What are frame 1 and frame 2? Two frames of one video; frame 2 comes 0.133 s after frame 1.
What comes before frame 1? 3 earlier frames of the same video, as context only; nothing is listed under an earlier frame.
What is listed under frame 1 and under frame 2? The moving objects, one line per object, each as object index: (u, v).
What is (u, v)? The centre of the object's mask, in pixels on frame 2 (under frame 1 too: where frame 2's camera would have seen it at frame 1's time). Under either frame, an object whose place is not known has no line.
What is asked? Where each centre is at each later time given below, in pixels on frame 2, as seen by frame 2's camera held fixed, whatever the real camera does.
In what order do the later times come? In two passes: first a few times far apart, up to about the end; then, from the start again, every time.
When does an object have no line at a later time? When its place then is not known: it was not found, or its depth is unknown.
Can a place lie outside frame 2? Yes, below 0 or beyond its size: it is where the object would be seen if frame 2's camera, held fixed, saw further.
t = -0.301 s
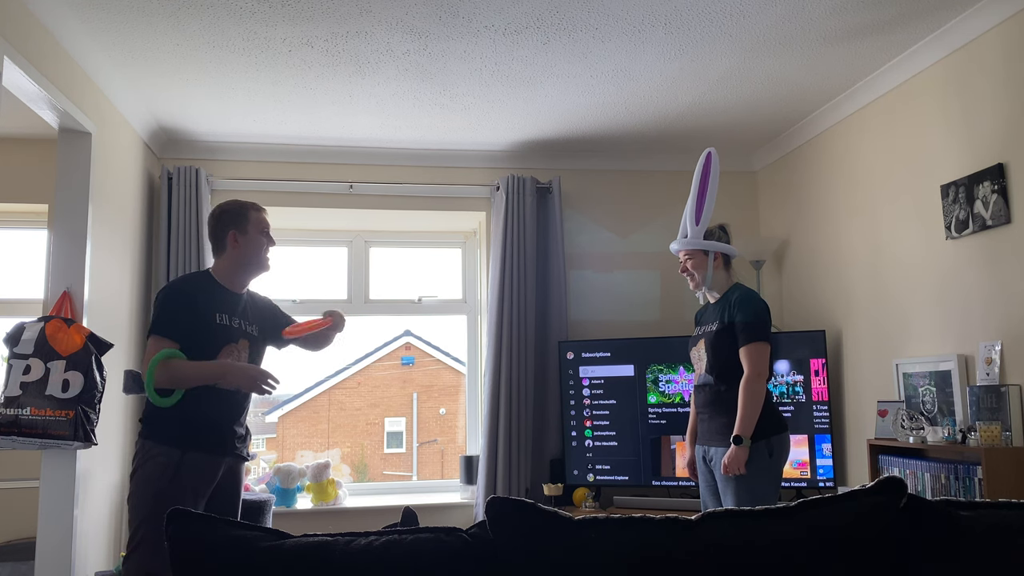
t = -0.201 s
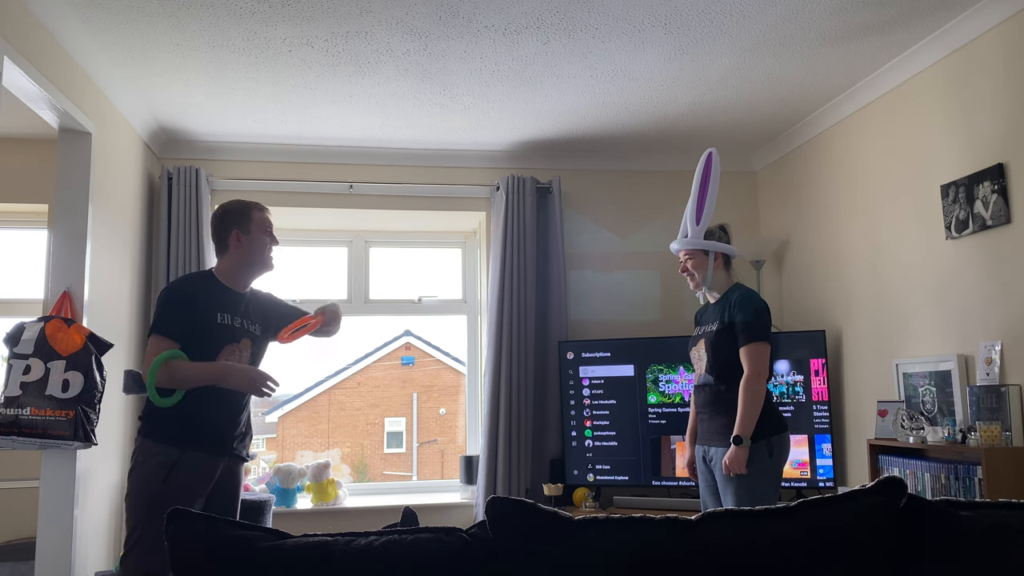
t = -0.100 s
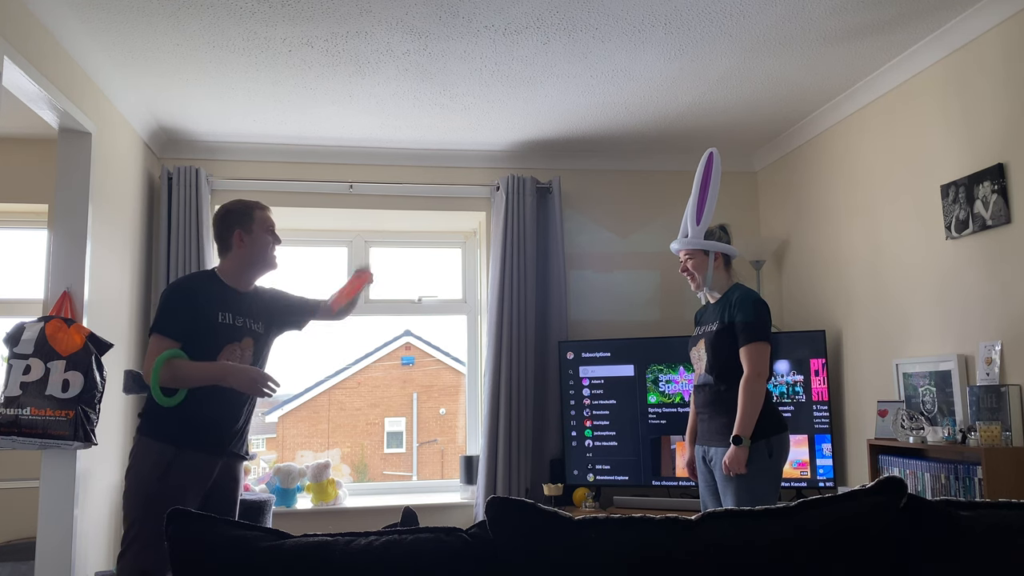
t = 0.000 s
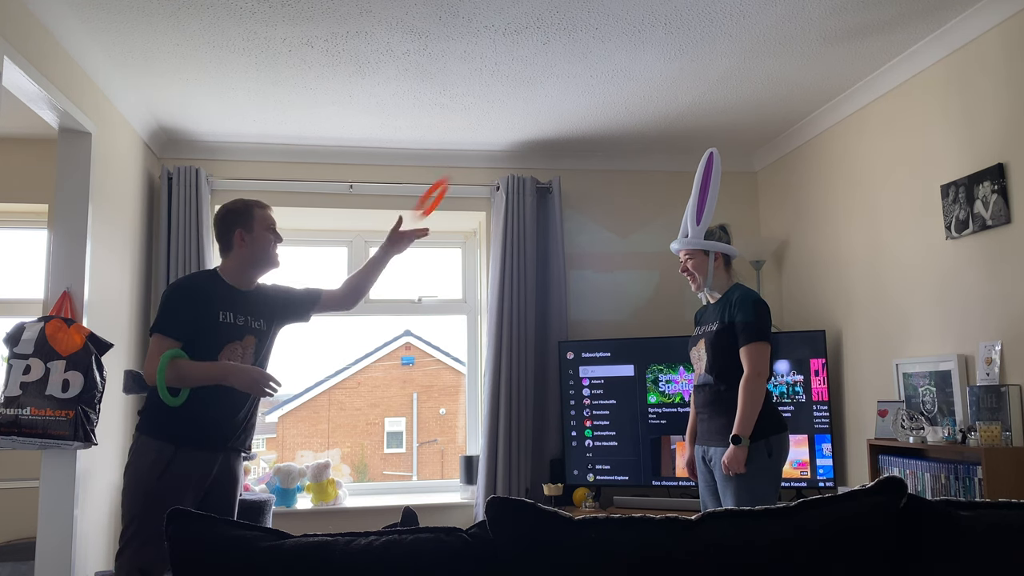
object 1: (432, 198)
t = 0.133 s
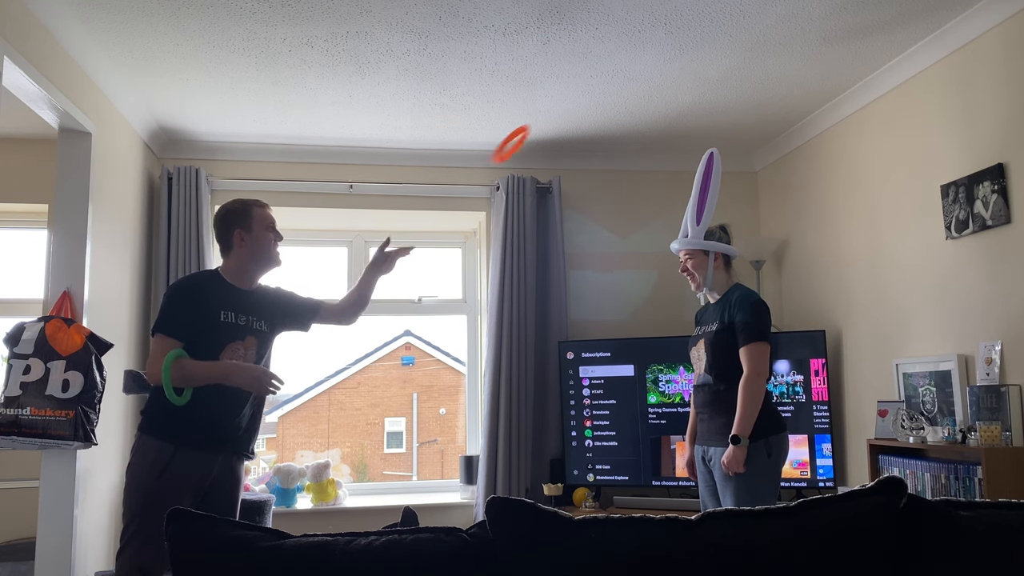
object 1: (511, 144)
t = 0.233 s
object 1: (561, 130)
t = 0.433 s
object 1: (637, 162)
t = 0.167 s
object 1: (528, 138)
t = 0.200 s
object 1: (545, 134)
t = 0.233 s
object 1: (561, 130)
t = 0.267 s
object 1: (577, 129)
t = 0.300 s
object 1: (591, 131)
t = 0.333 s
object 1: (604, 135)
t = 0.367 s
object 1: (617, 141)
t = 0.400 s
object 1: (627, 150)
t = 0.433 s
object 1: (637, 162)
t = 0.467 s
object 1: (646, 176)
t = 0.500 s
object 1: (654, 190)
